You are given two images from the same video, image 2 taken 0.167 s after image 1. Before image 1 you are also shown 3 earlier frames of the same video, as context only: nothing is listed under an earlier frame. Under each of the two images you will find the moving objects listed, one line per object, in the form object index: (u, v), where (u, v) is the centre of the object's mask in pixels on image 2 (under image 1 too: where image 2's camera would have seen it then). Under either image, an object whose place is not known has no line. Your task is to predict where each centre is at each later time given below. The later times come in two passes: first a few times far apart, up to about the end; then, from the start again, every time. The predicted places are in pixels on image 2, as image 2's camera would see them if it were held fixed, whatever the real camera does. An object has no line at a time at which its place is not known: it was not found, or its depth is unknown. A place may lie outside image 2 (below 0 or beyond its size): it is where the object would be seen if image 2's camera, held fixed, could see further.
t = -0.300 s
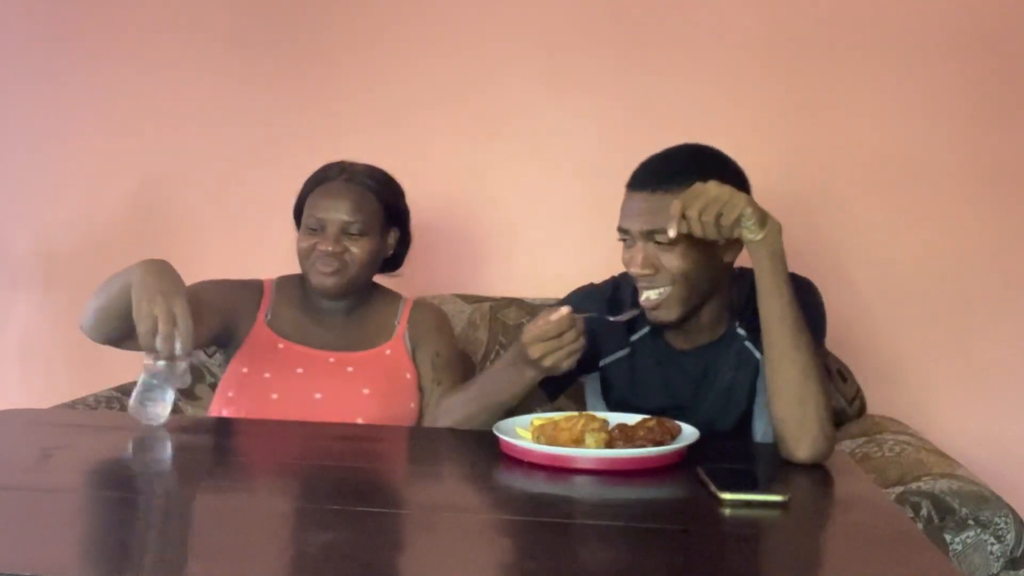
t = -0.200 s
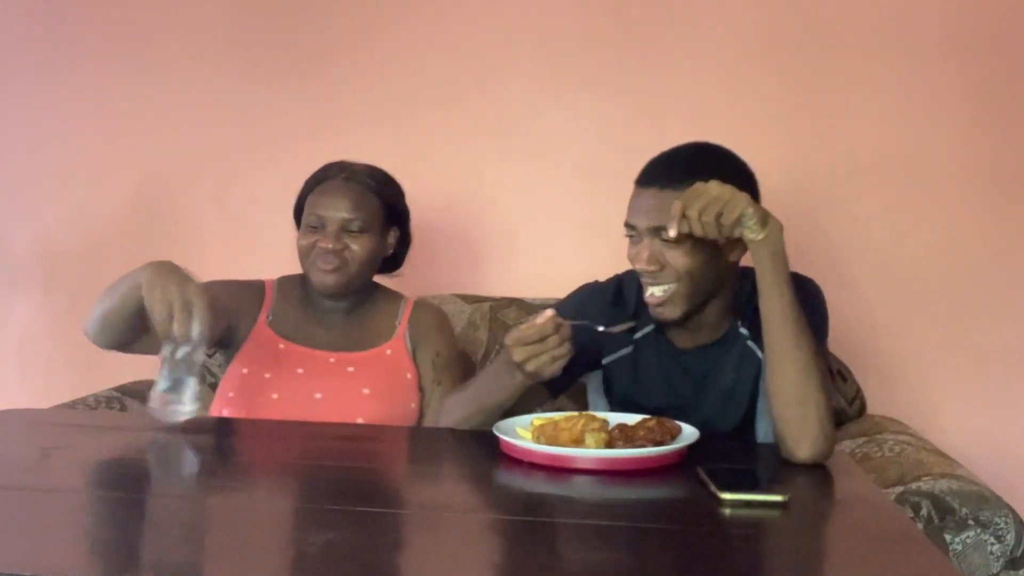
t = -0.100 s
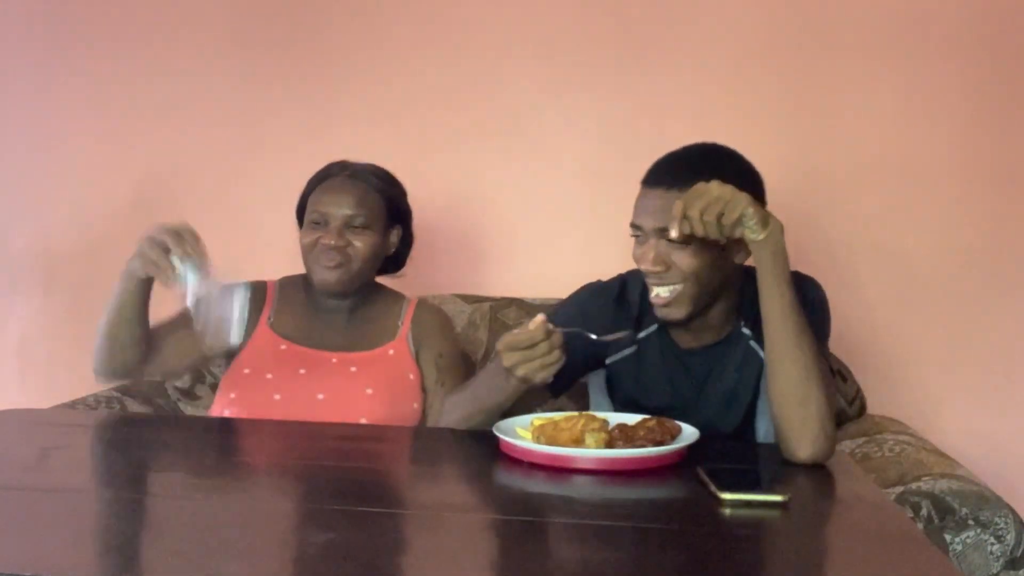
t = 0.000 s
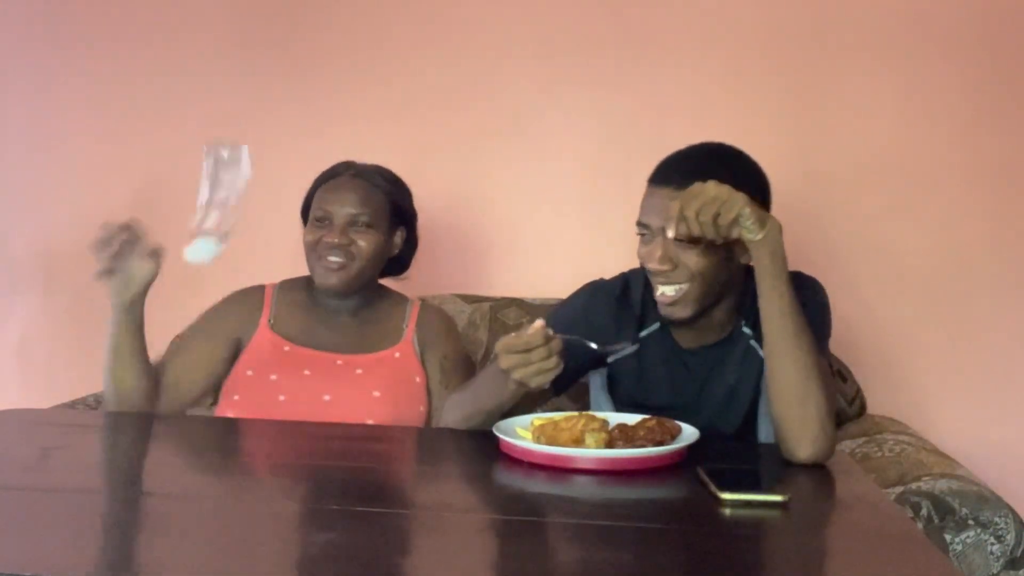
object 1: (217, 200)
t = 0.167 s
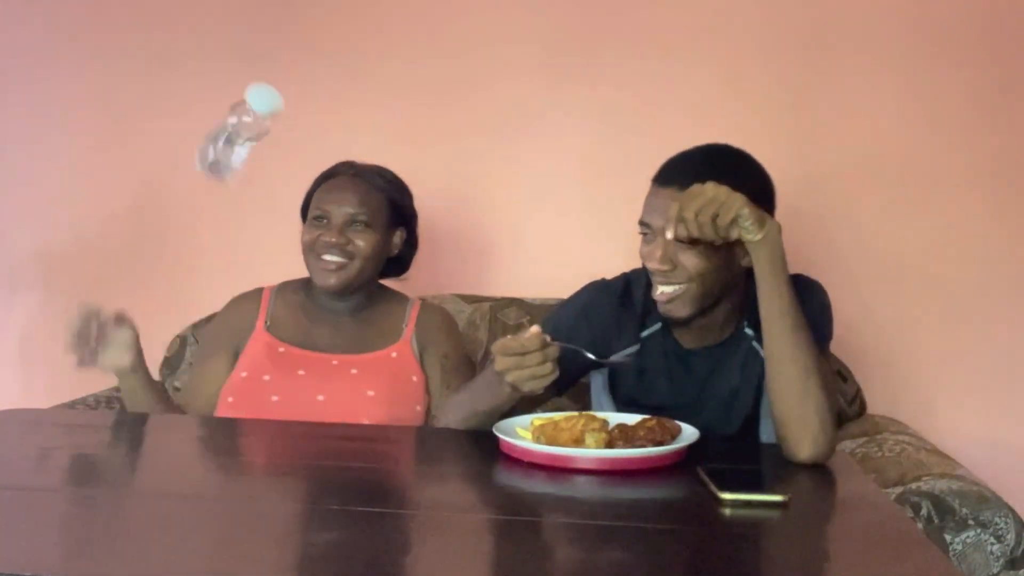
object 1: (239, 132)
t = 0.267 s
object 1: (228, 203)
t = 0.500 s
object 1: (246, 411)
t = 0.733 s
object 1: (255, 425)
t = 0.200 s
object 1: (236, 146)
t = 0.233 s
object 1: (232, 169)
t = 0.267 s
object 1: (228, 203)
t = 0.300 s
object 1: (225, 249)
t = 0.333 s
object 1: (222, 305)
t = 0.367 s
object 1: (220, 370)
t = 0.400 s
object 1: (228, 419)
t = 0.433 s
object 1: (234, 412)
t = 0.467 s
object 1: (241, 407)
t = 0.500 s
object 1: (246, 411)
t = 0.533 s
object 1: (246, 420)
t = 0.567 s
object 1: (251, 424)
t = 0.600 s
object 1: (252, 425)
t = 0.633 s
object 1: (254, 425)
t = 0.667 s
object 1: (254, 424)
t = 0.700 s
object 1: (254, 425)
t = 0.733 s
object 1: (255, 425)
